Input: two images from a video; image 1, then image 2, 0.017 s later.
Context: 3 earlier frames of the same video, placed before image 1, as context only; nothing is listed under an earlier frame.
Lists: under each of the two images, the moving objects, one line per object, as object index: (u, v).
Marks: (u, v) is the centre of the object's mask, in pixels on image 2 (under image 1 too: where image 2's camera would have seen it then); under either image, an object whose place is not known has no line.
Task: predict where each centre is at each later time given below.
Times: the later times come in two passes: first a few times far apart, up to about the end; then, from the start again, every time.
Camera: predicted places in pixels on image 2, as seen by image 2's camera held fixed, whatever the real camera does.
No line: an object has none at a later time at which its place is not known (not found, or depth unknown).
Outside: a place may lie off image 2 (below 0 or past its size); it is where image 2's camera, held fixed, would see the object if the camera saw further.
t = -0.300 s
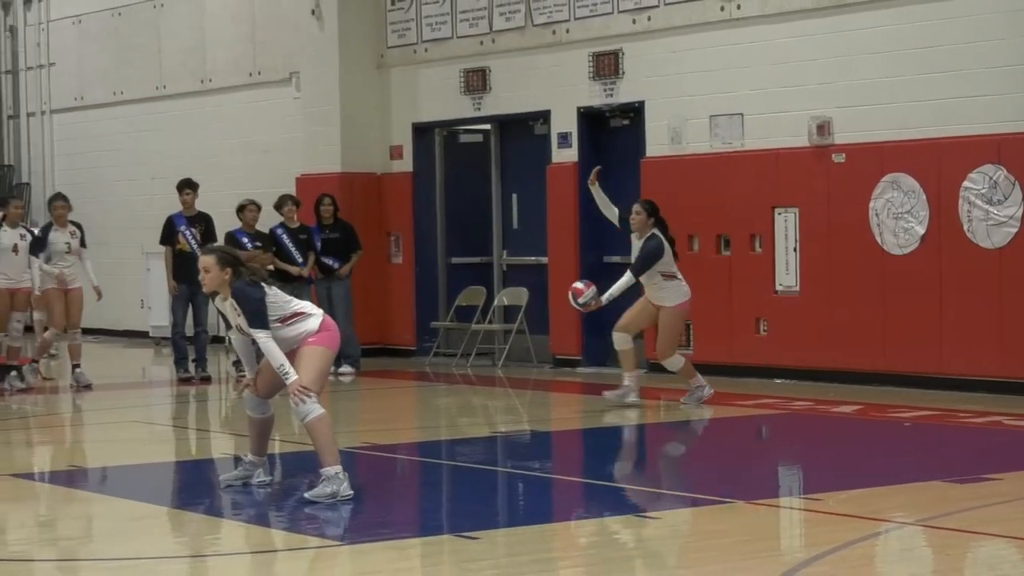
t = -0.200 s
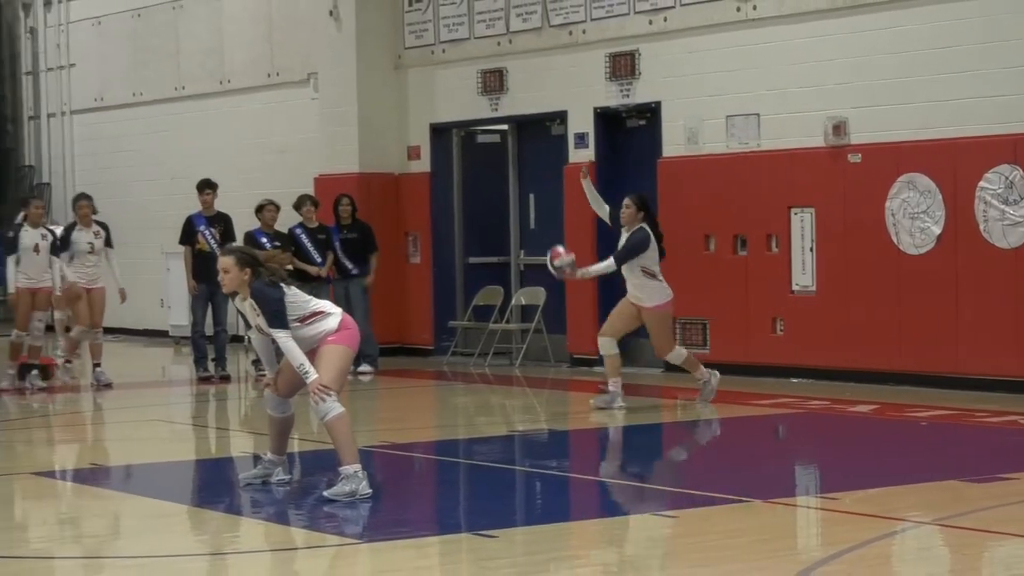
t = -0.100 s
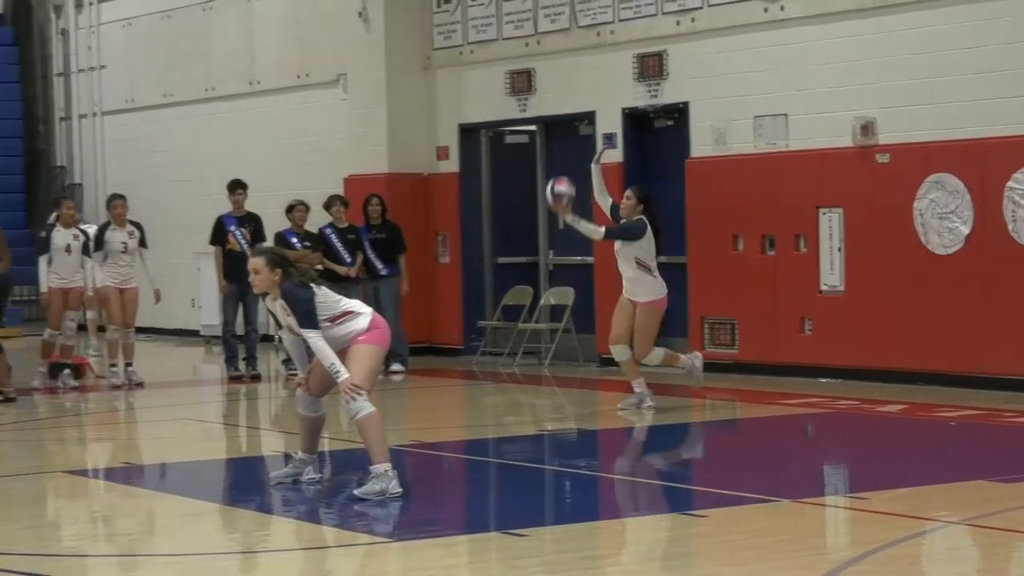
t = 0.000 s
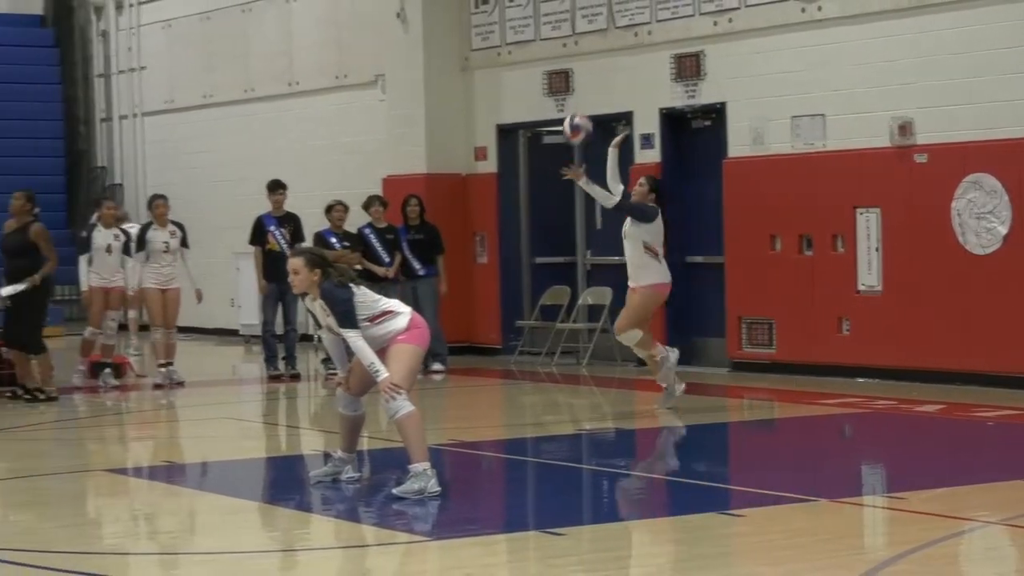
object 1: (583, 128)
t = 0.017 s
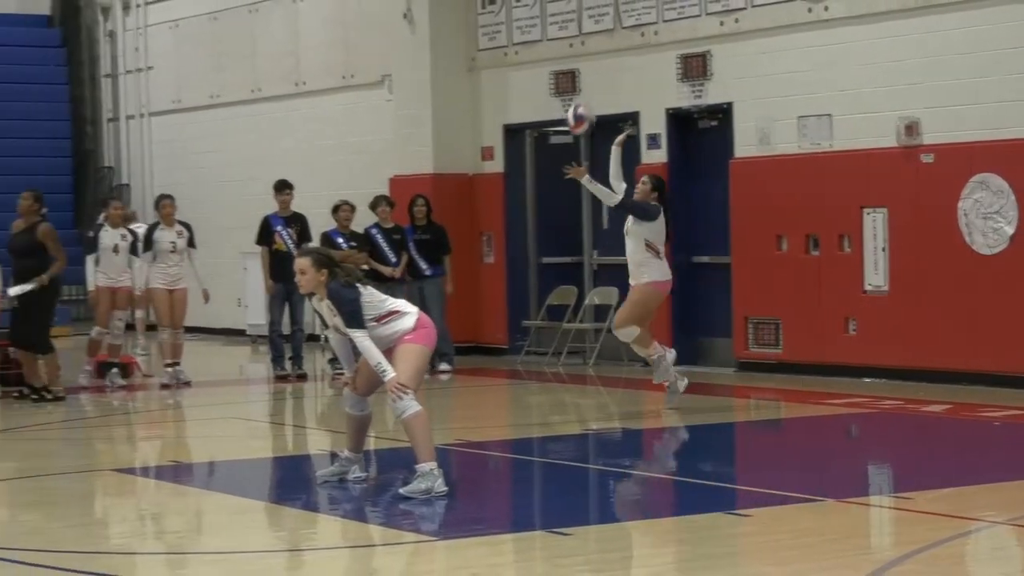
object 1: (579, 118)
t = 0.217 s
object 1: (540, 34)
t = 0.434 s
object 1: (498, 6)
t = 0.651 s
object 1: (456, 42)
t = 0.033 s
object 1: (575, 109)
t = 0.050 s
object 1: (568, 92)
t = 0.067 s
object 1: (567, 88)
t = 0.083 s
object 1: (565, 84)
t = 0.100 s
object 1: (564, 80)
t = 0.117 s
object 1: (563, 77)
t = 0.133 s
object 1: (556, 62)
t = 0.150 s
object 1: (553, 56)
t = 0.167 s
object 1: (550, 50)
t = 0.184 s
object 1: (546, 44)
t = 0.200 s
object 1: (543, 39)
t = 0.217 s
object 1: (540, 34)
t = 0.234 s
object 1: (536, 29)
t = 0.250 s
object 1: (534, 25)
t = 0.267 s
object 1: (530, 21)
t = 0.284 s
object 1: (527, 17)
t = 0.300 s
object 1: (523, 14)
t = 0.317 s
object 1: (520, 11)
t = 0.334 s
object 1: (517, 9)
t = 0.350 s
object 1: (514, 8)
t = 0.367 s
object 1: (511, 7)
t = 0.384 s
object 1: (507, 7)
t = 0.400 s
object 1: (504, 6)
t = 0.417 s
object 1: (501, 6)
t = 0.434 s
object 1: (498, 6)
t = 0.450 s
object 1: (494, 6)
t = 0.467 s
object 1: (491, 6)
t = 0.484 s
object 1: (489, 6)
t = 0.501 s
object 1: (485, 8)
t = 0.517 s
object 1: (482, 9)
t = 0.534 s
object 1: (480, 10)
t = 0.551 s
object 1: (475, 16)
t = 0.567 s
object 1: (472, 19)
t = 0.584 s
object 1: (469, 23)
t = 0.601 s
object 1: (465, 28)
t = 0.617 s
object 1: (462, 32)
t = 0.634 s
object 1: (459, 37)
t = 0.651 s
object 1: (456, 42)
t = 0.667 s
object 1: (453, 48)
